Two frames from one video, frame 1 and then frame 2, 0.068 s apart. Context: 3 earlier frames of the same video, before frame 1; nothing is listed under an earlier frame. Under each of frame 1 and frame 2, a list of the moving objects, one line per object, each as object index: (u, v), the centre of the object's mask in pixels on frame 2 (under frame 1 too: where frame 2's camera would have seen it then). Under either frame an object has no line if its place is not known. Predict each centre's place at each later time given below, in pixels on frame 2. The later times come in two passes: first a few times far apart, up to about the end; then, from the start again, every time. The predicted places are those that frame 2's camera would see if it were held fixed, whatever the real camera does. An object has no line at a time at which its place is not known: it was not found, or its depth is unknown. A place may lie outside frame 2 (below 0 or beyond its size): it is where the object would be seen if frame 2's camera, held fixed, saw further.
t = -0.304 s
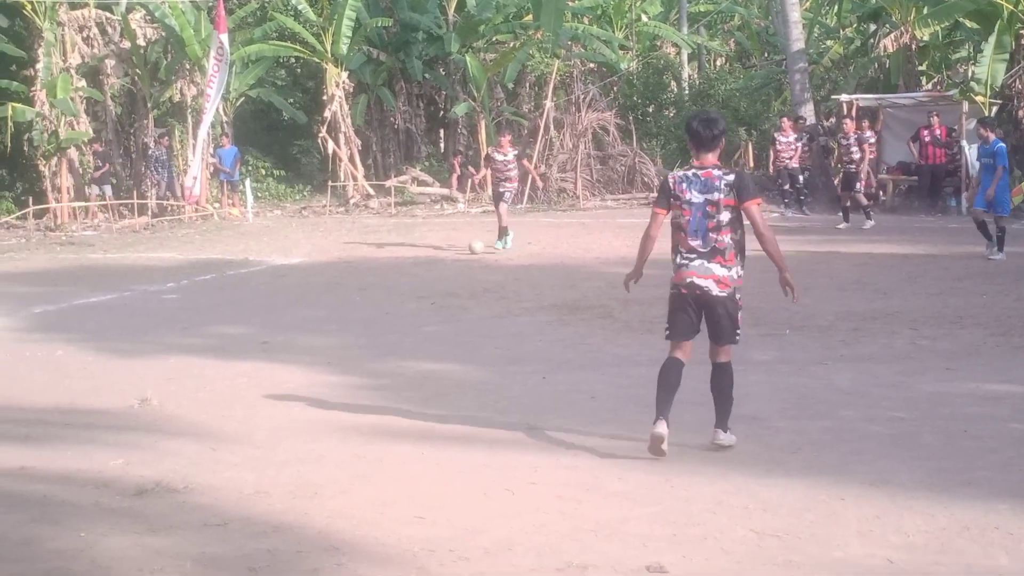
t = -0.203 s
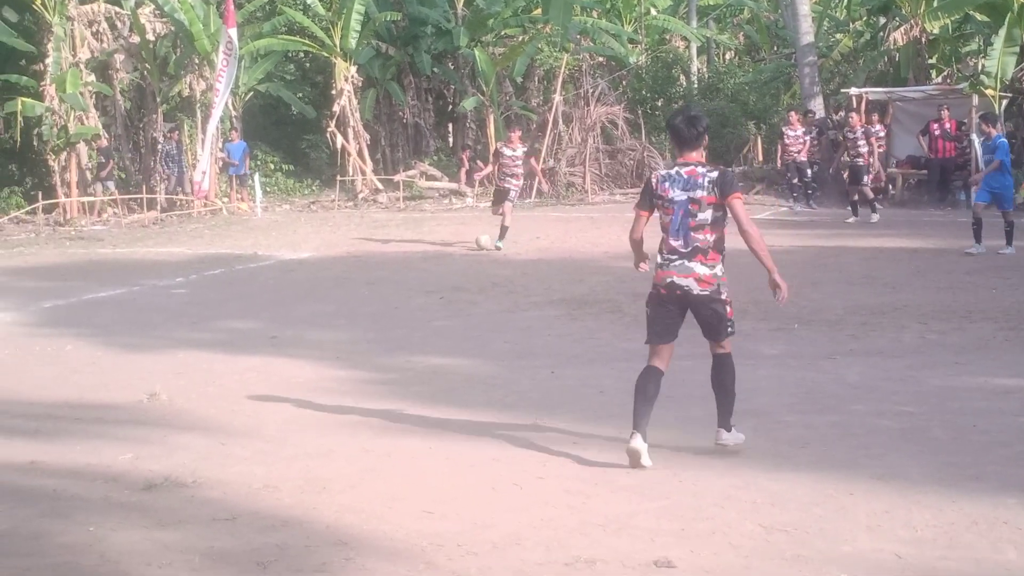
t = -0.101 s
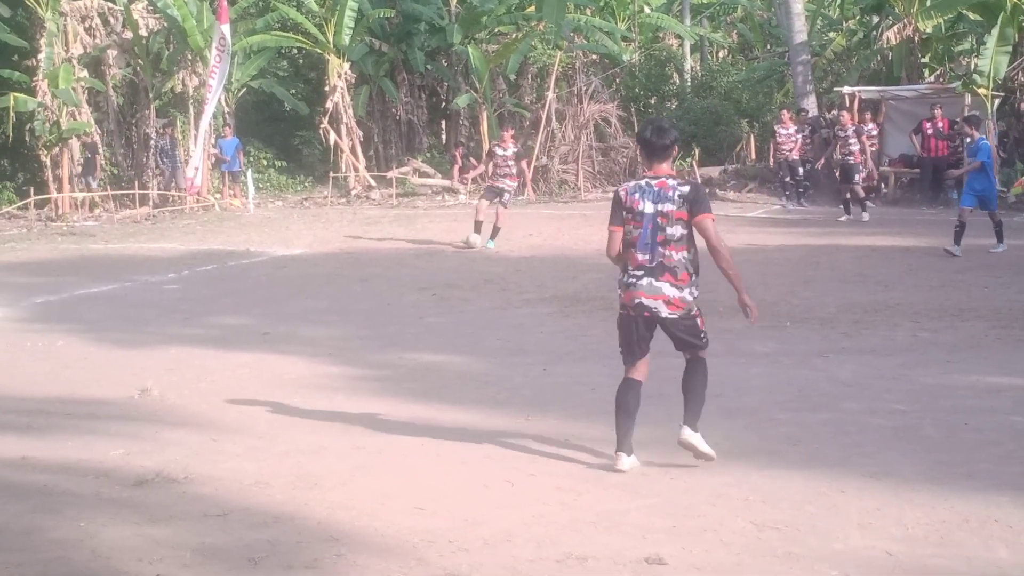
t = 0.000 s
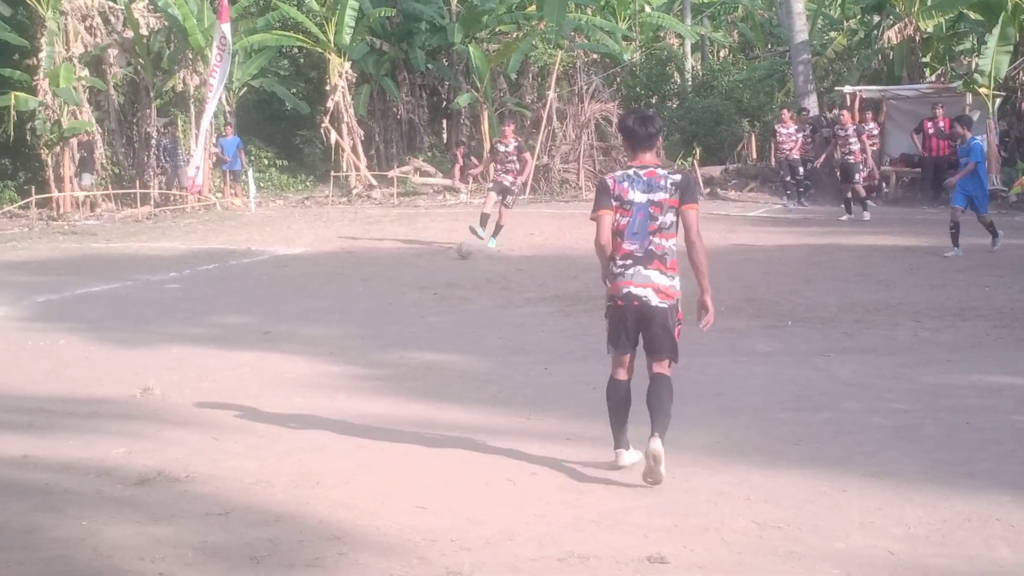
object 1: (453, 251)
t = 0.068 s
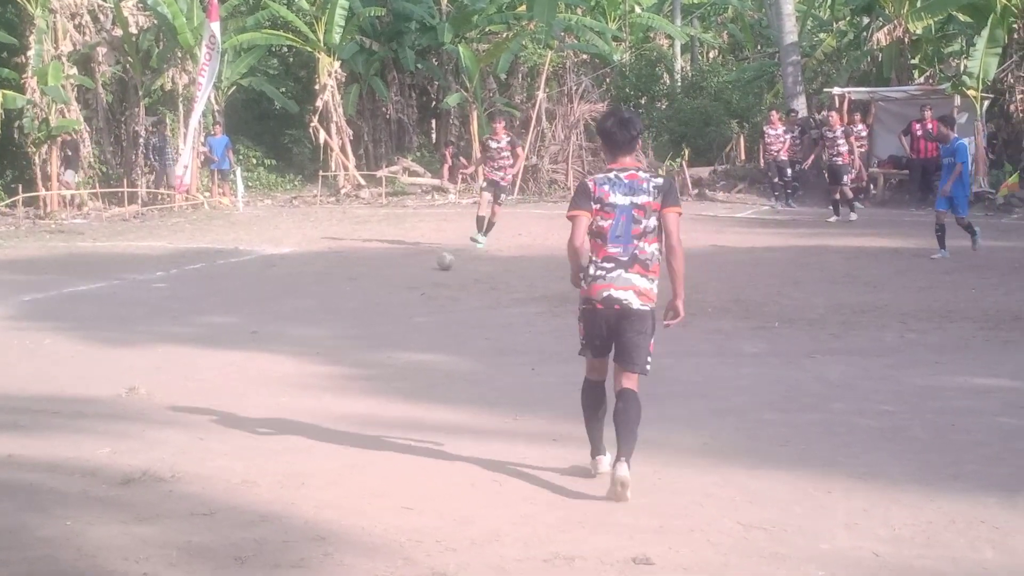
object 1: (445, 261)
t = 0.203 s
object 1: (433, 283)
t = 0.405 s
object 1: (416, 315)
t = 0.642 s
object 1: (398, 356)
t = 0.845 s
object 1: (380, 385)
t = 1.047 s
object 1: (354, 433)
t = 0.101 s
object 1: (442, 267)
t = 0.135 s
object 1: (439, 271)
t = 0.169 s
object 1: (436, 276)
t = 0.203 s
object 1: (433, 283)
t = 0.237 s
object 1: (430, 287)
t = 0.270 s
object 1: (427, 289)
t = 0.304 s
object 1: (424, 293)
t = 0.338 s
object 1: (421, 298)
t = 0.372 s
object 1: (419, 306)
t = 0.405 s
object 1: (416, 315)
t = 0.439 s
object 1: (413, 319)
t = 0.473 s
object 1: (410, 322)
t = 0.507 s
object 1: (408, 327)
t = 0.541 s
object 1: (405, 333)
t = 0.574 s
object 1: (402, 342)
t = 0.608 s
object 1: (400, 352)
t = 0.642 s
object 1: (398, 356)
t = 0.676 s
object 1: (395, 360)
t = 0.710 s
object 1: (392, 368)
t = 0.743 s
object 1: (390, 375)
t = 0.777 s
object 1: (387, 377)
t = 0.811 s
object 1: (383, 379)
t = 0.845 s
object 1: (380, 385)
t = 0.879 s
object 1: (377, 391)
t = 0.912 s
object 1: (373, 403)
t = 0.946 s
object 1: (370, 416)
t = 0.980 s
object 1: (365, 424)
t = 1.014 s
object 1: (360, 426)
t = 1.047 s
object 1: (354, 433)
